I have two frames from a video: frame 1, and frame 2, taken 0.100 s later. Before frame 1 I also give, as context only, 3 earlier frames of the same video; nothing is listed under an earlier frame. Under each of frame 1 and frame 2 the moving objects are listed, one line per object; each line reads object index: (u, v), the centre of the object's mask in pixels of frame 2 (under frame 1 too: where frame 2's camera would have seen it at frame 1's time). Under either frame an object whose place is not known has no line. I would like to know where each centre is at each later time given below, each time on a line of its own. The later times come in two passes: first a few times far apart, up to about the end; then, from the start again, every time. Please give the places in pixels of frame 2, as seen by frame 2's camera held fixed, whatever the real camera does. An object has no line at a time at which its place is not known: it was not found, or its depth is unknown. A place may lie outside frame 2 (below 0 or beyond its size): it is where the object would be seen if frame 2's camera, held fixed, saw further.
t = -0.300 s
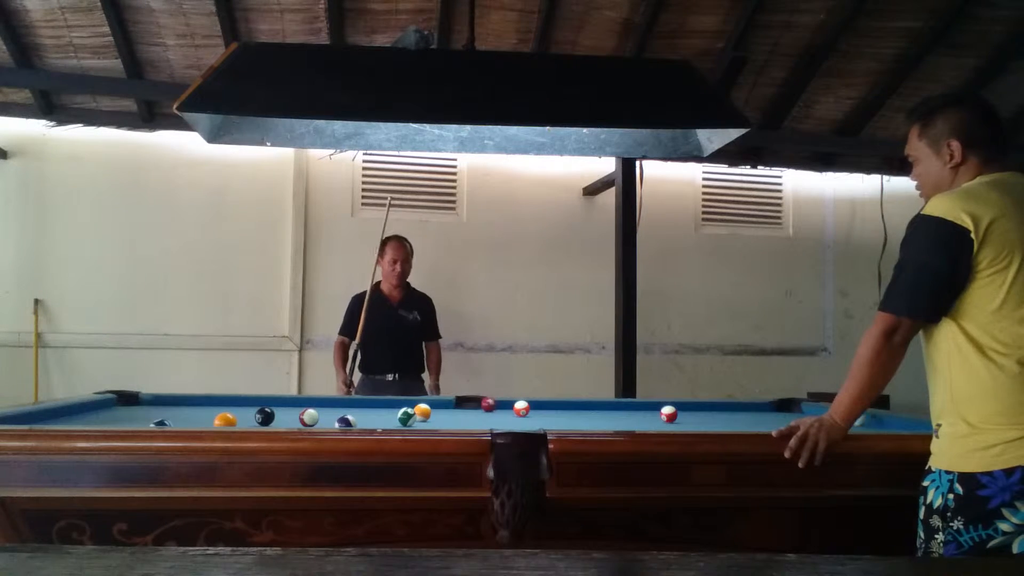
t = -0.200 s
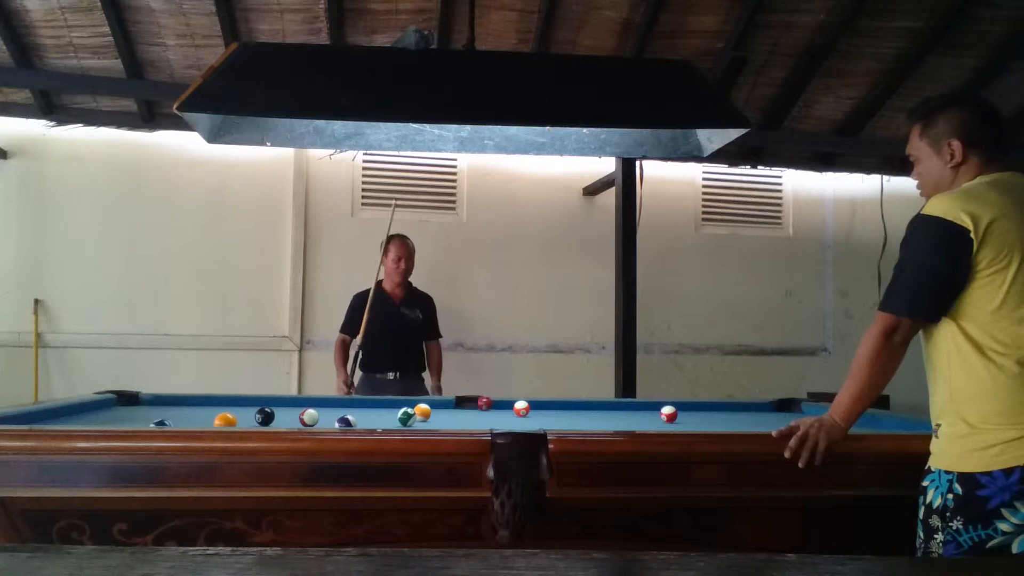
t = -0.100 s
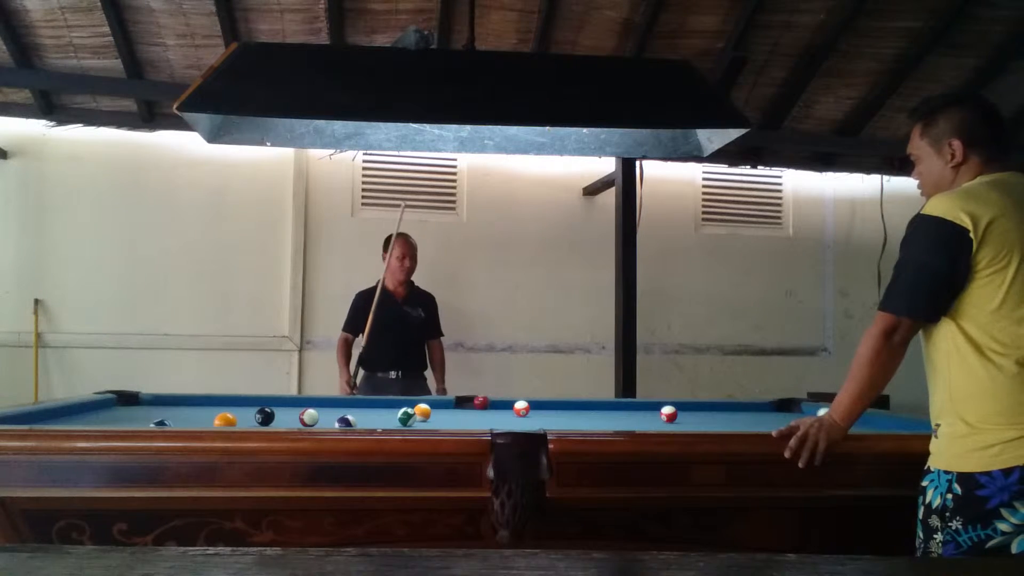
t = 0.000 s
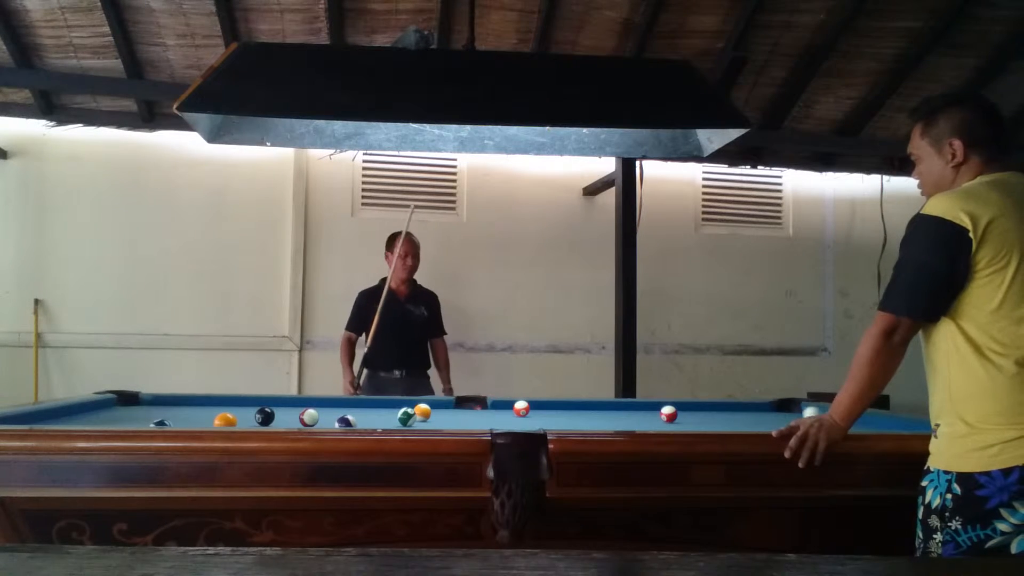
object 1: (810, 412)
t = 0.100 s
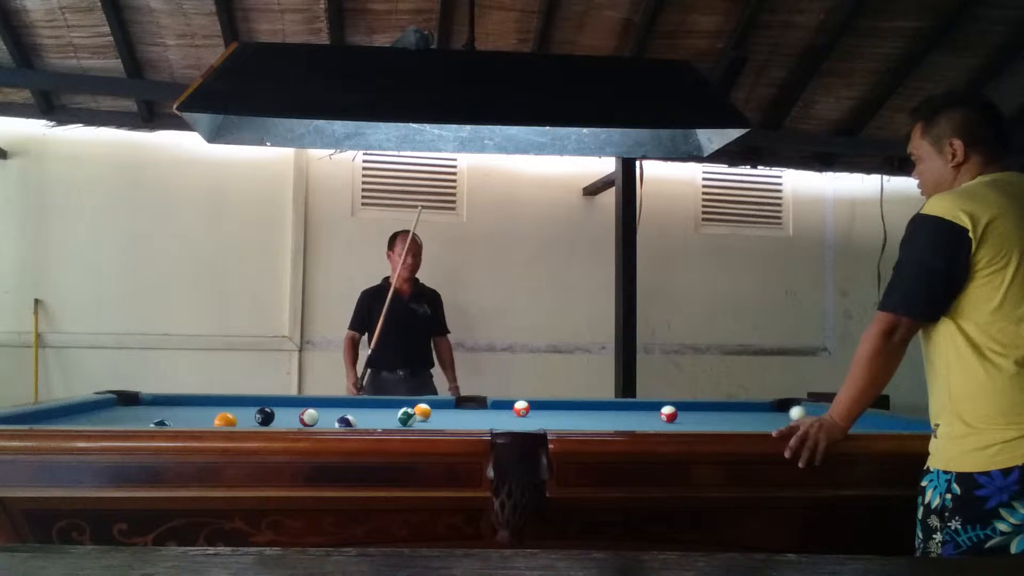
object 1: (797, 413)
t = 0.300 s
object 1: (772, 412)
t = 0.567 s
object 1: (741, 410)
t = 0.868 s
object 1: (709, 408)
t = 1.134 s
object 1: (684, 406)
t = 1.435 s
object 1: (657, 404)
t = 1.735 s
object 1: (645, 404)
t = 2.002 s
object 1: (638, 405)
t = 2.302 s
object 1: (631, 406)
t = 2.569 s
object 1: (625, 406)
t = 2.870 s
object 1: (619, 406)
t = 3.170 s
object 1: (614, 406)
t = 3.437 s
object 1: (610, 407)
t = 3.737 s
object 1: (607, 407)
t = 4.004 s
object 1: (605, 407)
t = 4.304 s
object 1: (605, 407)
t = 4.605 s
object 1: (605, 407)
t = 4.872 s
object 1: (605, 407)
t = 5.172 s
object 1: (605, 407)
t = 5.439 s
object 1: (605, 407)
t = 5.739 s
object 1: (605, 407)
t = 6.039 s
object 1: (605, 407)
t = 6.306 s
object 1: (605, 407)
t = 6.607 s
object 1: (605, 407)
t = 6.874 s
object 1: (605, 407)
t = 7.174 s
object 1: (605, 407)
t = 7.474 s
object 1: (605, 407)
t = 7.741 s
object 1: (605, 407)
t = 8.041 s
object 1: (605, 407)
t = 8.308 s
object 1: (605, 407)
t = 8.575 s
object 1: (605, 407)
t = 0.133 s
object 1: (793, 413)
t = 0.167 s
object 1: (789, 413)
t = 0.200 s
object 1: (784, 413)
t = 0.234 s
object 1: (780, 412)
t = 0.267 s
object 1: (776, 412)
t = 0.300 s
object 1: (772, 412)
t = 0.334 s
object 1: (768, 412)
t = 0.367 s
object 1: (764, 411)
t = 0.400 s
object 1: (760, 411)
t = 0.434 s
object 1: (756, 411)
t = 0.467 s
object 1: (752, 410)
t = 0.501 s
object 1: (749, 410)
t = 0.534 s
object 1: (745, 410)
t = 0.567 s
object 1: (741, 410)
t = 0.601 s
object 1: (737, 410)
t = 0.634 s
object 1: (733, 409)
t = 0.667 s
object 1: (730, 409)
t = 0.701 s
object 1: (726, 409)
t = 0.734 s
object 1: (723, 409)
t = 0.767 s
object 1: (719, 409)
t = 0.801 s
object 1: (716, 408)
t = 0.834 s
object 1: (713, 408)
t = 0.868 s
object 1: (709, 408)
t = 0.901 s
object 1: (706, 408)
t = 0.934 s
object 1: (702, 407)
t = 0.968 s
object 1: (699, 407)
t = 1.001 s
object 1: (696, 407)
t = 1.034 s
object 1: (693, 407)
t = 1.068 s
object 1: (690, 407)
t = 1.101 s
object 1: (687, 407)
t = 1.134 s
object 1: (684, 406)
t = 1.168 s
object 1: (681, 406)
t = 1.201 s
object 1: (678, 405)
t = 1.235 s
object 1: (676, 404)
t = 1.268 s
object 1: (673, 403)
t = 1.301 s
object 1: (669, 403)
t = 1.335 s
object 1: (665, 403)
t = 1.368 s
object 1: (662, 403)
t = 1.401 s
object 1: (659, 404)
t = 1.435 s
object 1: (657, 404)
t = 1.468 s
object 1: (654, 404)
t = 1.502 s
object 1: (652, 404)
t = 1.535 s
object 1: (650, 404)
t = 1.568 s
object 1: (649, 404)
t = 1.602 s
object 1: (648, 404)
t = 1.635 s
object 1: (647, 404)
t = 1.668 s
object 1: (647, 404)
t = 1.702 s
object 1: (646, 404)
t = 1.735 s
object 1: (645, 404)
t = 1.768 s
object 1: (644, 405)
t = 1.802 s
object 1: (643, 405)
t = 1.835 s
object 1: (642, 405)
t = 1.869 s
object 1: (642, 405)
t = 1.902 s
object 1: (640, 405)
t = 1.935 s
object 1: (640, 405)
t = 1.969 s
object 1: (639, 405)
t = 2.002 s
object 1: (638, 405)
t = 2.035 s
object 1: (637, 405)
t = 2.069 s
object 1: (636, 405)
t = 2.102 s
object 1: (635, 405)
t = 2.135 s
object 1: (635, 405)
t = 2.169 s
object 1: (634, 405)
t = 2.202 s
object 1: (633, 406)
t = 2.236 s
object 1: (632, 406)
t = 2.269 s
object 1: (632, 406)
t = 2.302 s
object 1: (631, 406)
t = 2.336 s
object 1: (630, 406)
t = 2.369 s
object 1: (630, 406)
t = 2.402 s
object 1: (629, 406)
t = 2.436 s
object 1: (628, 406)
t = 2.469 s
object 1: (627, 406)
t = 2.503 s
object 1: (627, 406)
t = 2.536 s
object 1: (626, 406)
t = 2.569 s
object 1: (625, 406)
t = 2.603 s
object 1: (625, 406)
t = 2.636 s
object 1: (624, 406)
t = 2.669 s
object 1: (623, 406)
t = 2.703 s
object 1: (622, 406)
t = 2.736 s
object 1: (622, 406)
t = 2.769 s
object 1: (621, 406)
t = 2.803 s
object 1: (621, 406)
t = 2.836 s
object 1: (620, 406)
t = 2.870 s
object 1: (619, 406)
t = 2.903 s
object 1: (618, 406)
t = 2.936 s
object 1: (618, 406)
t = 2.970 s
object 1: (617, 406)
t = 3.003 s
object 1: (617, 406)
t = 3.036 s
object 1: (616, 406)
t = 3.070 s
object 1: (615, 406)
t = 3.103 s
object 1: (615, 406)
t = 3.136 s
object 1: (614, 407)
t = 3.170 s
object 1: (614, 406)
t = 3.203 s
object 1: (613, 407)
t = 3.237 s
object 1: (613, 407)
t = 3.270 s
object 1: (612, 407)
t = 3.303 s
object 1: (612, 407)
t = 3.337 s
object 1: (611, 407)
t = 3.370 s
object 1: (611, 407)
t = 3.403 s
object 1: (610, 407)
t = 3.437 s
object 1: (610, 407)
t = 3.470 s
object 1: (609, 407)
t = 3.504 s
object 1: (609, 407)
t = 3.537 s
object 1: (609, 407)
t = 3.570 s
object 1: (608, 407)
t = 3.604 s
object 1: (608, 407)
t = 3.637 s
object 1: (607, 407)
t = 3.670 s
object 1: (607, 407)
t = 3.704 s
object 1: (607, 407)
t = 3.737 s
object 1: (607, 407)
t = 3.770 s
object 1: (606, 407)
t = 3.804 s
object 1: (606, 407)
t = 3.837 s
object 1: (606, 407)
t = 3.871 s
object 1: (606, 407)
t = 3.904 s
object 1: (606, 407)
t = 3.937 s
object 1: (606, 407)
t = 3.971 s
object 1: (605, 407)
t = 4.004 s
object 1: (605, 407)
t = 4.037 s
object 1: (605, 407)
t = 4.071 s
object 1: (605, 407)
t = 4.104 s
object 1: (605, 407)
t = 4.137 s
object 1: (605, 407)
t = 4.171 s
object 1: (605, 407)
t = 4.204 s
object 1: (605, 407)
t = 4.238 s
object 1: (605, 407)
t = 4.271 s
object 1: (605, 407)
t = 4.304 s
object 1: (605, 407)
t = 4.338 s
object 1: (605, 407)
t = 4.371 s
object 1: (605, 407)
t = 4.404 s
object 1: (605, 407)
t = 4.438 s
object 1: (605, 407)
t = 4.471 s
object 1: (605, 407)
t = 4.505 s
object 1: (605, 407)
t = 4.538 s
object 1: (605, 407)
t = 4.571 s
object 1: (605, 407)
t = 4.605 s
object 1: (605, 407)
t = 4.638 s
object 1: (605, 407)
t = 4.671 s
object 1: (605, 407)
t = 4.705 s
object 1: (605, 407)
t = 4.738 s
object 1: (605, 407)
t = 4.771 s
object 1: (605, 407)
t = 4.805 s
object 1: (605, 407)
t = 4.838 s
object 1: (605, 407)
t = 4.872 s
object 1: (605, 407)
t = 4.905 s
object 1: (605, 407)
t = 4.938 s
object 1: (605, 407)
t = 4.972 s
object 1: (605, 407)
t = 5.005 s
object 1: (605, 407)
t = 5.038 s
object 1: (605, 407)
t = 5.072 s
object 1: (605, 407)
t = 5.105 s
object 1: (605, 407)
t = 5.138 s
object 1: (605, 407)
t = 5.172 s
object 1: (605, 407)
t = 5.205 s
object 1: (605, 407)
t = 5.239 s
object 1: (605, 407)
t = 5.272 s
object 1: (605, 407)
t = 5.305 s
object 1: (605, 407)
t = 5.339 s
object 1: (605, 407)
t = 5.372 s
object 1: (605, 407)
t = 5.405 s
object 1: (605, 407)
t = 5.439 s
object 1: (605, 407)
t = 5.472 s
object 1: (605, 407)
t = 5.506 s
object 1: (605, 407)
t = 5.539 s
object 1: (605, 407)
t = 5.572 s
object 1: (605, 407)
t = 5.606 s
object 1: (605, 407)
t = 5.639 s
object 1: (605, 407)
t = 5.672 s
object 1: (605, 407)
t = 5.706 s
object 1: (605, 407)
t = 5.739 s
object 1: (605, 407)
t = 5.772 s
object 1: (605, 407)
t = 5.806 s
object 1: (605, 407)
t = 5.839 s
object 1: (605, 407)
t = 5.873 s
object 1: (605, 407)
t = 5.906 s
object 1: (605, 407)
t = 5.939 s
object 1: (605, 407)
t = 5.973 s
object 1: (605, 407)
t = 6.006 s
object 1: (605, 407)
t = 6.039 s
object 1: (605, 407)
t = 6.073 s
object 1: (605, 407)
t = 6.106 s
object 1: (605, 407)
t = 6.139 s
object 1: (605, 407)
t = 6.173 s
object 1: (605, 407)
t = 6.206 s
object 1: (605, 407)
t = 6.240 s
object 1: (605, 407)
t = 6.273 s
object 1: (605, 407)
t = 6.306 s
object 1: (605, 407)
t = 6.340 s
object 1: (605, 407)
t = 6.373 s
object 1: (605, 407)
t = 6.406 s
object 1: (605, 407)
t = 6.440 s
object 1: (605, 407)
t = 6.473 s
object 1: (605, 407)
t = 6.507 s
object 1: (605, 407)
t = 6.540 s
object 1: (605, 407)
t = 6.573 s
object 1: (605, 407)
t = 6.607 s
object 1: (605, 407)
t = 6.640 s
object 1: (605, 407)
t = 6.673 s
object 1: (605, 407)
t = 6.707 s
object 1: (605, 407)
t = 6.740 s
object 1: (605, 407)
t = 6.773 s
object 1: (605, 407)
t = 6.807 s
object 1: (605, 407)
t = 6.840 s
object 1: (605, 407)
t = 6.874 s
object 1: (605, 407)
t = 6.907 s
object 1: (605, 407)
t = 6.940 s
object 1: (605, 407)
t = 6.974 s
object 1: (605, 407)
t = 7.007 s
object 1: (605, 407)
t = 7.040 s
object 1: (605, 407)
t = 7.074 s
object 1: (605, 407)
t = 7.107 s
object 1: (605, 407)
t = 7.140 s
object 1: (605, 407)
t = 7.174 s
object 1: (605, 407)
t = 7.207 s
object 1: (605, 407)
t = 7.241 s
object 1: (605, 407)
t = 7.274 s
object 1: (605, 407)
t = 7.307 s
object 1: (605, 407)
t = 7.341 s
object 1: (605, 407)
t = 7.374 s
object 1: (605, 407)
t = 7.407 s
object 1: (605, 407)
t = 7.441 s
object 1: (605, 407)
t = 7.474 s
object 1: (605, 407)
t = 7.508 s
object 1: (605, 407)
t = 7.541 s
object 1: (605, 407)
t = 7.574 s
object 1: (605, 407)
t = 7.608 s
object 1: (605, 407)
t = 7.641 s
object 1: (605, 407)
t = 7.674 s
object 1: (605, 407)
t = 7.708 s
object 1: (605, 407)
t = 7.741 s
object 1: (605, 407)
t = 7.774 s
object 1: (605, 407)
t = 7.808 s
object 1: (605, 407)
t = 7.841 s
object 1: (605, 407)
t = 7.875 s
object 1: (605, 407)
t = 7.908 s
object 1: (605, 407)
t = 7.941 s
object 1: (605, 407)
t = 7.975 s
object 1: (605, 407)
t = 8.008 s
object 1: (605, 407)
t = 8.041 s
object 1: (605, 407)
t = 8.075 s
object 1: (605, 407)
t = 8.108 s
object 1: (605, 407)
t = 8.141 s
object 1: (605, 407)
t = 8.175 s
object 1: (605, 407)
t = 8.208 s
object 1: (605, 407)
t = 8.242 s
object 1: (605, 407)
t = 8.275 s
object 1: (605, 407)
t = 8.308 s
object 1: (605, 407)
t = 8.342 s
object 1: (605, 407)
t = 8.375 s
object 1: (605, 407)
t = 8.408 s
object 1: (605, 407)
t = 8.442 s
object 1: (605, 407)
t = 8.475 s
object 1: (605, 407)
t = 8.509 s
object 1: (605, 407)
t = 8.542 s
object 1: (605, 407)
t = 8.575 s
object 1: (605, 407)
